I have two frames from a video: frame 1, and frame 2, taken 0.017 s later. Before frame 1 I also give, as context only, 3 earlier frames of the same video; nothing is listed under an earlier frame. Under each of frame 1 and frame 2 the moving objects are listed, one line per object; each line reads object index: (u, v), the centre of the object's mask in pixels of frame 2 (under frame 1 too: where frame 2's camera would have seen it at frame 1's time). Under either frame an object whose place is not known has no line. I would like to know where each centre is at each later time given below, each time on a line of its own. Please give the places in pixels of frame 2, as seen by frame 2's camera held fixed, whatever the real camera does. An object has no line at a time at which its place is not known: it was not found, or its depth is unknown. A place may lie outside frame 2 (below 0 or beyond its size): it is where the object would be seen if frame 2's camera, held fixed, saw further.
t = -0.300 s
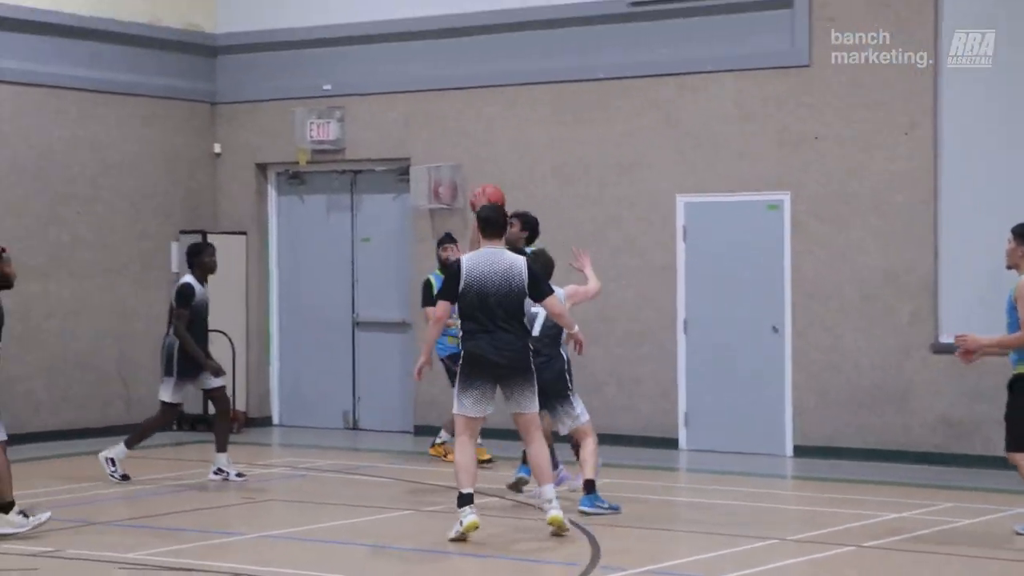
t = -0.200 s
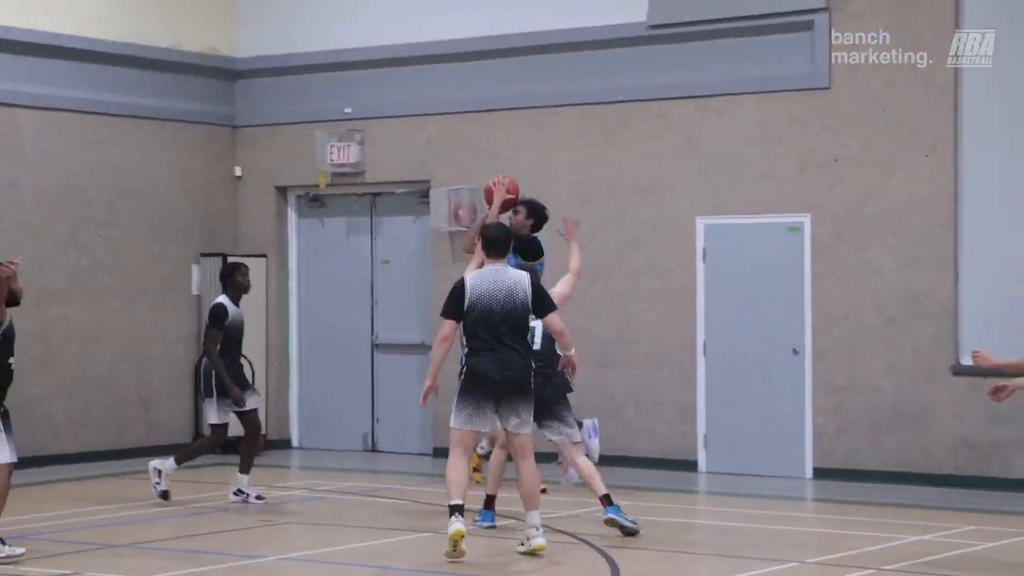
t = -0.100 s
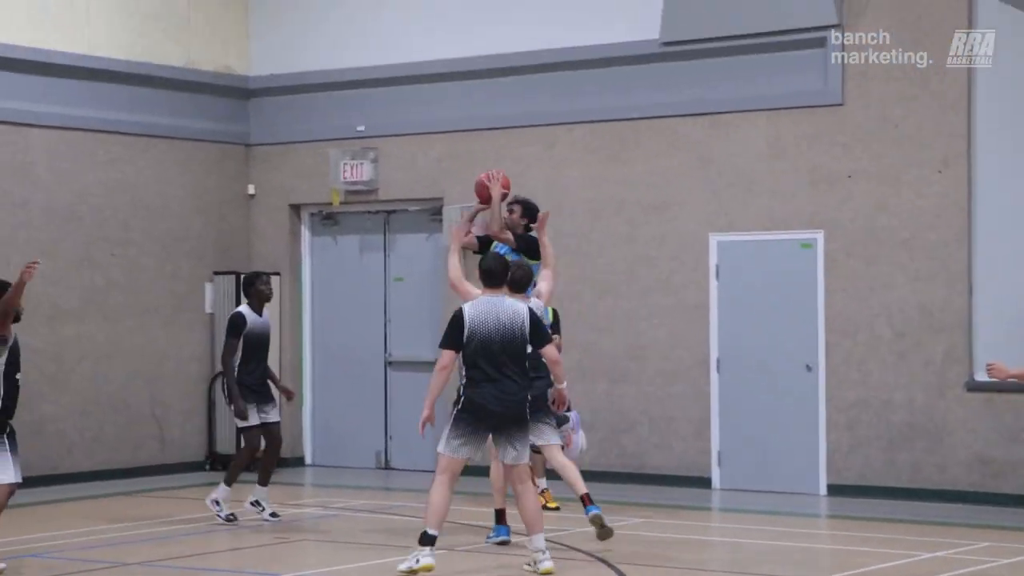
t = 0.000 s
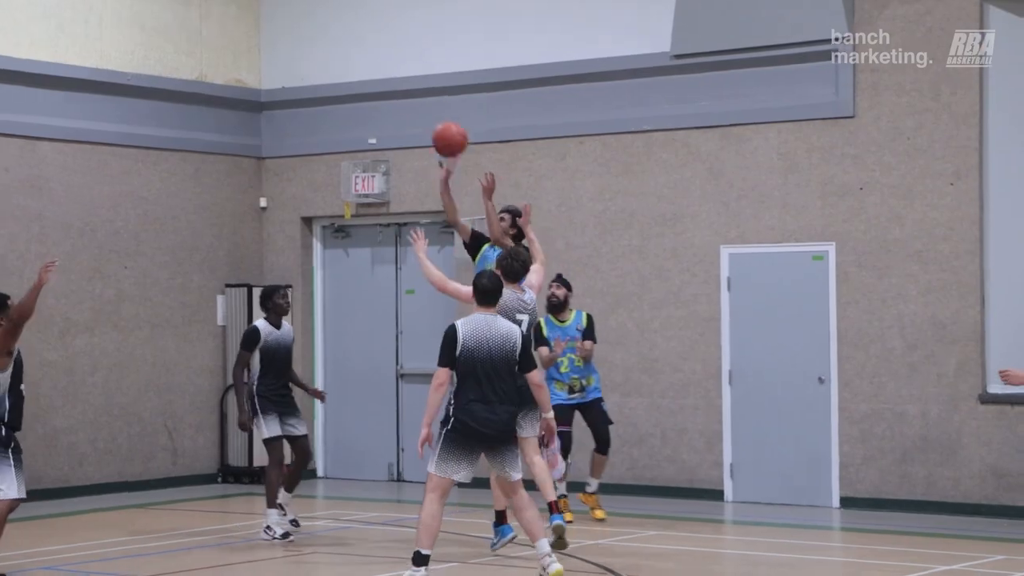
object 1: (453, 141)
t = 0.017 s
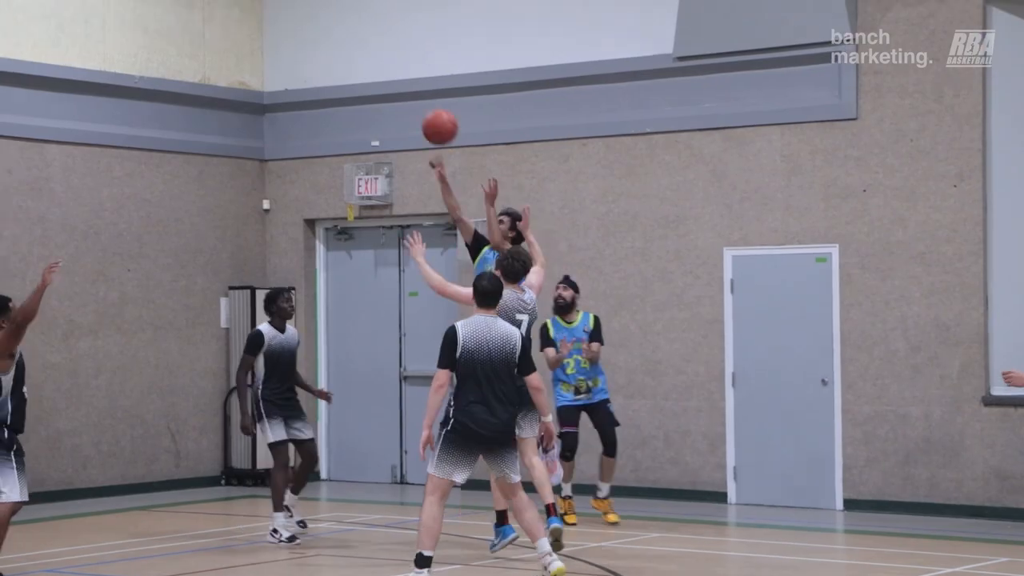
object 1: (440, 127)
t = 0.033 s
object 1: (427, 113)
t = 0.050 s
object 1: (414, 101)
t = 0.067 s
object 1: (400, 87)
